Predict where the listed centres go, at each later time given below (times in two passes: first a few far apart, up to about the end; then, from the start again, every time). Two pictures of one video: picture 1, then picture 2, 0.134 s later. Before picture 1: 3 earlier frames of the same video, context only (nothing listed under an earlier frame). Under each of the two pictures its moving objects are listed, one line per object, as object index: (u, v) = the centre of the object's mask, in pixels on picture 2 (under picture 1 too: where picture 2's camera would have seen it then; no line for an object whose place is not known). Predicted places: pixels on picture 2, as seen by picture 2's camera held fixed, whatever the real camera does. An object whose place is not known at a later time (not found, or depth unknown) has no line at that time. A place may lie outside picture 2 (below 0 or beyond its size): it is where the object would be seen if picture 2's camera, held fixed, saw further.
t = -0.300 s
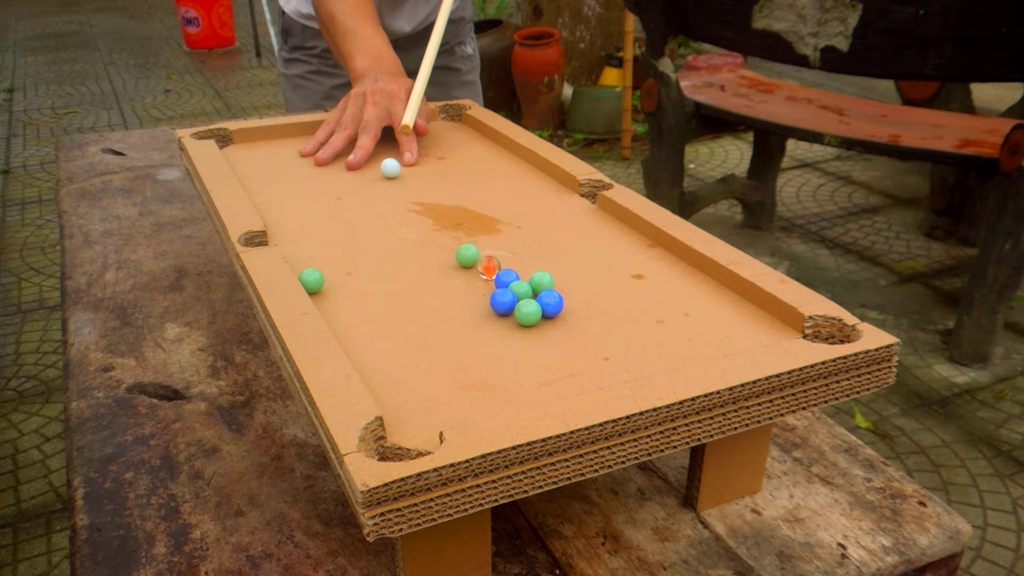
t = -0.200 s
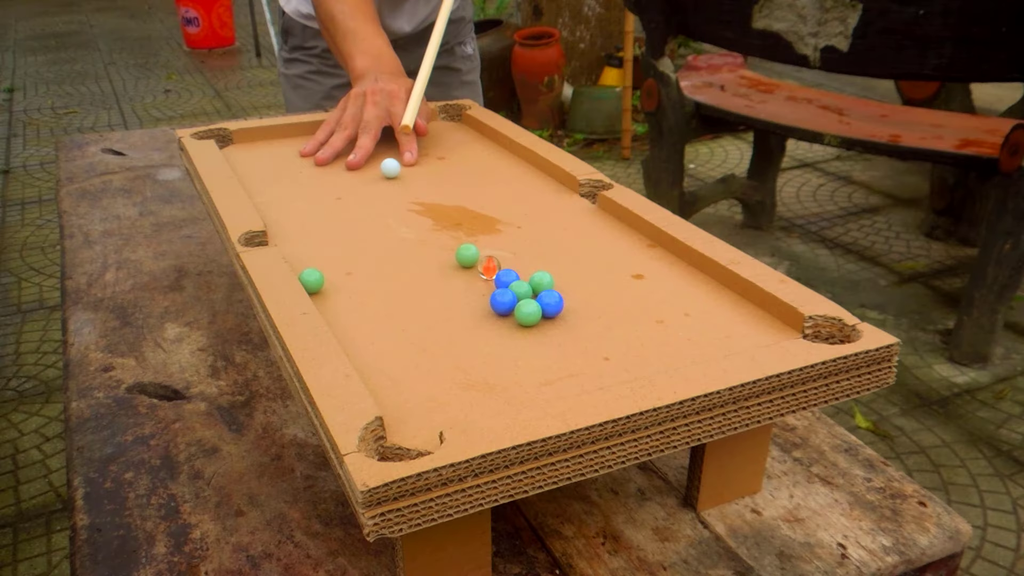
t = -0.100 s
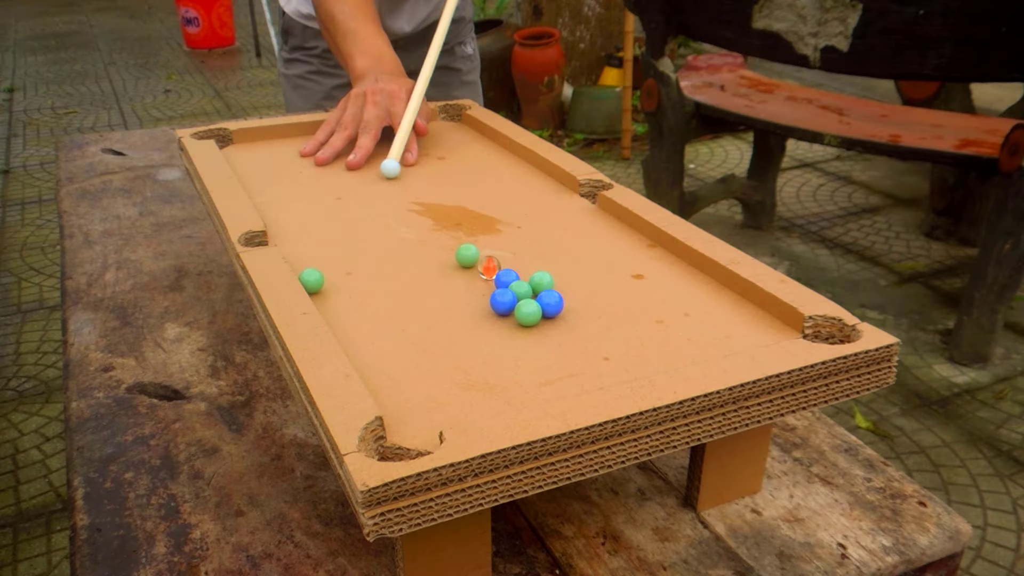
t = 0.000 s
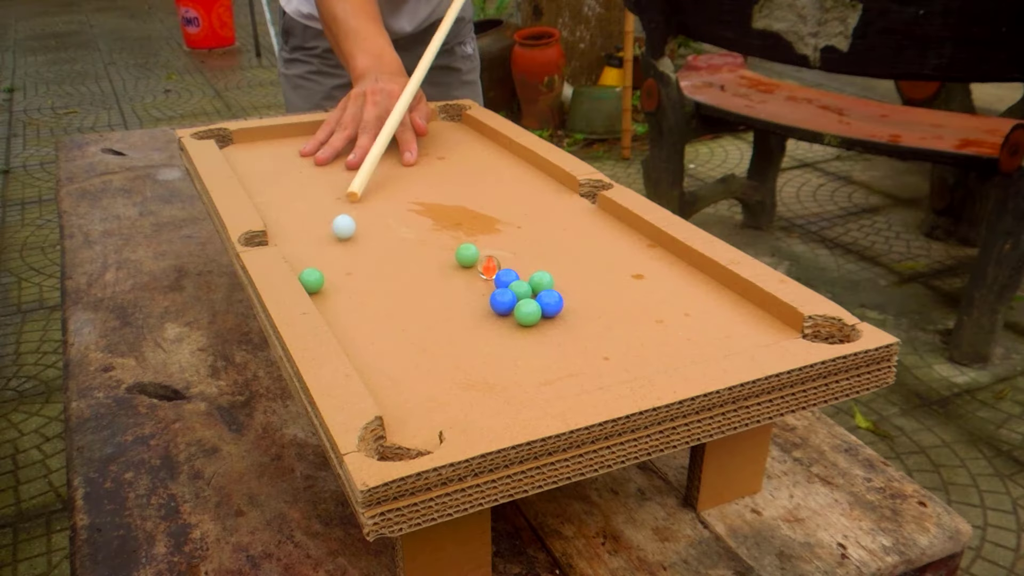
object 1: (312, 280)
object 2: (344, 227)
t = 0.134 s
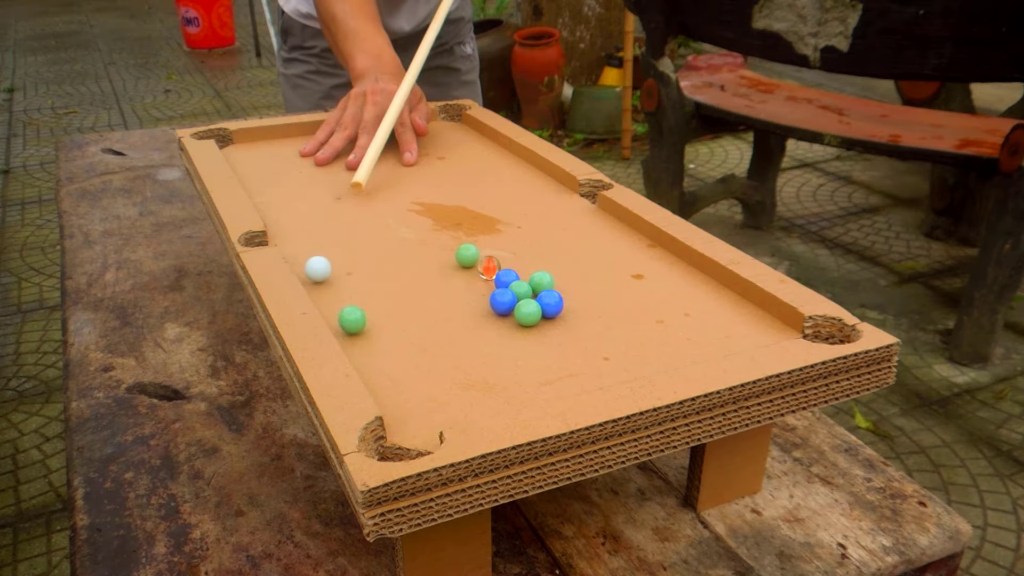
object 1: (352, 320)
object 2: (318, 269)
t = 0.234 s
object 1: (409, 372)
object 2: (330, 284)
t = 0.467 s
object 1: (487, 391)
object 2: (354, 319)
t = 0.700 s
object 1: (526, 358)
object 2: (377, 357)
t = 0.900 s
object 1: (556, 334)
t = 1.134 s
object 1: (588, 309)
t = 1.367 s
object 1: (618, 286)
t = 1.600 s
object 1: (646, 265)
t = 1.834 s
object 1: (666, 248)
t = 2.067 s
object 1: (646, 243)
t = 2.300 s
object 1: (635, 238)
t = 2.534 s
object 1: (627, 234)
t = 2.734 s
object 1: (623, 231)
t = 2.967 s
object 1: (624, 229)
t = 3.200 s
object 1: (631, 225)
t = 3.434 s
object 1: (629, 223)
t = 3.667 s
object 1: (629, 223)
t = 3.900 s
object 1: (629, 223)
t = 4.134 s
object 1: (629, 223)
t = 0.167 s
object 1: (369, 336)
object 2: (322, 274)
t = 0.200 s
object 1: (389, 354)
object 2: (326, 279)
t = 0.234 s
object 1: (409, 372)
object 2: (330, 284)
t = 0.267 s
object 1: (431, 392)
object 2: (333, 288)
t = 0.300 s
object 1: (454, 411)
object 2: (337, 293)
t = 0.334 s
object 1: (465, 408)
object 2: (340, 298)
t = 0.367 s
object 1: (469, 405)
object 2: (343, 304)
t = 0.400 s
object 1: (475, 400)
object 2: (347, 309)
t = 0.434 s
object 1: (482, 396)
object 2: (350, 314)
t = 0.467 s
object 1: (487, 391)
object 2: (354, 319)
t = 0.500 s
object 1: (493, 386)
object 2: (357, 325)
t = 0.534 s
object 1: (498, 381)
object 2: (360, 330)
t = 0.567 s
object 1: (504, 377)
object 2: (363, 335)
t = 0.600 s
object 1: (510, 372)
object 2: (366, 341)
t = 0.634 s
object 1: (515, 368)
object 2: (370, 346)
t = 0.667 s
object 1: (521, 363)
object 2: (374, 352)
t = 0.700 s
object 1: (526, 358)
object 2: (377, 357)
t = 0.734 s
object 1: (531, 355)
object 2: (381, 362)
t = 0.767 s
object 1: (536, 350)
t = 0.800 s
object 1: (541, 346)
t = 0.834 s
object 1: (546, 342)
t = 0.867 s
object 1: (551, 338)
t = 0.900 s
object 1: (556, 334)
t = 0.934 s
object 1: (560, 330)
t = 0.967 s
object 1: (565, 327)
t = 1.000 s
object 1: (570, 323)
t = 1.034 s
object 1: (574, 319)
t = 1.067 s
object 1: (579, 316)
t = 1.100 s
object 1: (583, 312)
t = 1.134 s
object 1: (588, 309)
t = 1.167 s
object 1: (592, 305)
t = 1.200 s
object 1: (597, 302)
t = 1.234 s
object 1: (601, 299)
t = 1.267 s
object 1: (605, 295)
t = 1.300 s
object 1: (610, 292)
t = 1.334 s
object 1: (614, 289)
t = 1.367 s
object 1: (618, 286)
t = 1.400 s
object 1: (622, 283)
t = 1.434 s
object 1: (626, 280)
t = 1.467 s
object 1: (630, 277)
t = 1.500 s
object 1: (634, 274)
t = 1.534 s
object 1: (638, 271)
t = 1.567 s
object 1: (642, 268)
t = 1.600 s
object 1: (646, 265)
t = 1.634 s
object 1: (650, 262)
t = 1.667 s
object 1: (655, 260)
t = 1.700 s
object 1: (659, 257)
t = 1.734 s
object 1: (663, 255)
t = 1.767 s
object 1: (667, 252)
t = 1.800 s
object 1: (670, 249)
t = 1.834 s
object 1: (666, 248)
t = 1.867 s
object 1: (662, 248)
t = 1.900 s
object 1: (659, 247)
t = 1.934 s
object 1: (655, 246)
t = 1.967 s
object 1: (653, 246)
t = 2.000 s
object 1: (650, 245)
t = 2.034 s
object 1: (648, 244)
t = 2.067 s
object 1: (646, 243)
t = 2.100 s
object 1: (644, 242)
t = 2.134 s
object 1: (642, 242)
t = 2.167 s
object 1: (640, 241)
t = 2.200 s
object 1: (639, 240)
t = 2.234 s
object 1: (637, 239)
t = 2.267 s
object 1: (636, 238)
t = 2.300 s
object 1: (635, 238)
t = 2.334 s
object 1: (634, 237)
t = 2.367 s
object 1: (633, 236)
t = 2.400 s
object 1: (631, 236)
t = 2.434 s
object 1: (630, 235)
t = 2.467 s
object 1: (629, 235)
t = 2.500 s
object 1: (628, 234)
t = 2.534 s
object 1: (627, 234)
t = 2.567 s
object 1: (626, 233)
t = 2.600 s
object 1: (625, 233)
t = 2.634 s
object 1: (625, 232)
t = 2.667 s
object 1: (624, 232)
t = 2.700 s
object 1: (624, 231)
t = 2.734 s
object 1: (623, 231)
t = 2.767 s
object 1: (623, 231)
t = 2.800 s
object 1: (623, 230)
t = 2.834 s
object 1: (624, 230)
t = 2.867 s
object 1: (624, 230)
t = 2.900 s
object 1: (624, 230)
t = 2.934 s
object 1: (625, 229)
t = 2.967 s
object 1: (624, 229)
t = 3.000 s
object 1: (625, 229)
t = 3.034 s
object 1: (626, 228)
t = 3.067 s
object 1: (627, 228)
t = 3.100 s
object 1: (628, 227)
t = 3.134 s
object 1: (629, 227)
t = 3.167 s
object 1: (630, 226)
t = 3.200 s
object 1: (631, 225)
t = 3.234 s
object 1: (631, 224)
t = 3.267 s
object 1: (630, 224)
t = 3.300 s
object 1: (629, 224)
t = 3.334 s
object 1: (629, 223)
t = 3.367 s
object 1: (629, 223)
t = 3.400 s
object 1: (629, 223)
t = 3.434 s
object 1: (629, 223)
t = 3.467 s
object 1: (629, 223)
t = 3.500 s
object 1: (629, 223)
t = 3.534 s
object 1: (629, 223)
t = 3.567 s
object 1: (629, 223)
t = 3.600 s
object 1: (629, 223)
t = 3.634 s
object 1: (629, 223)
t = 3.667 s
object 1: (629, 223)
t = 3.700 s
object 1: (629, 223)
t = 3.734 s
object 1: (629, 223)
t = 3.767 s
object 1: (629, 223)
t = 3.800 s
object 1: (629, 223)
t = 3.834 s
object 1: (629, 223)
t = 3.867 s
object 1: (629, 223)
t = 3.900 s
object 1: (629, 223)
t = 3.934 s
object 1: (629, 223)
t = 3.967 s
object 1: (629, 223)
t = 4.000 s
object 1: (629, 223)
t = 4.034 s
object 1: (629, 223)
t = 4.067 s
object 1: (629, 223)
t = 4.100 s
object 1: (629, 223)
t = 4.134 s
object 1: (629, 223)
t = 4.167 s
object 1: (629, 223)
